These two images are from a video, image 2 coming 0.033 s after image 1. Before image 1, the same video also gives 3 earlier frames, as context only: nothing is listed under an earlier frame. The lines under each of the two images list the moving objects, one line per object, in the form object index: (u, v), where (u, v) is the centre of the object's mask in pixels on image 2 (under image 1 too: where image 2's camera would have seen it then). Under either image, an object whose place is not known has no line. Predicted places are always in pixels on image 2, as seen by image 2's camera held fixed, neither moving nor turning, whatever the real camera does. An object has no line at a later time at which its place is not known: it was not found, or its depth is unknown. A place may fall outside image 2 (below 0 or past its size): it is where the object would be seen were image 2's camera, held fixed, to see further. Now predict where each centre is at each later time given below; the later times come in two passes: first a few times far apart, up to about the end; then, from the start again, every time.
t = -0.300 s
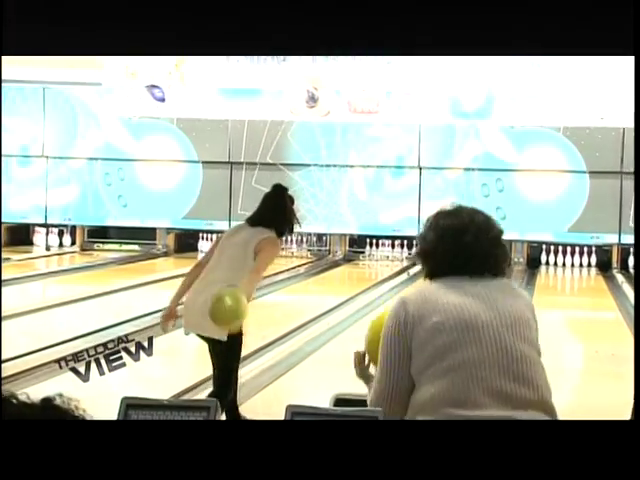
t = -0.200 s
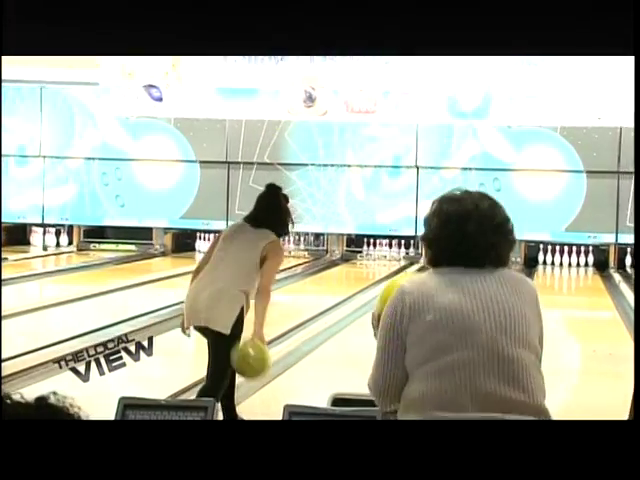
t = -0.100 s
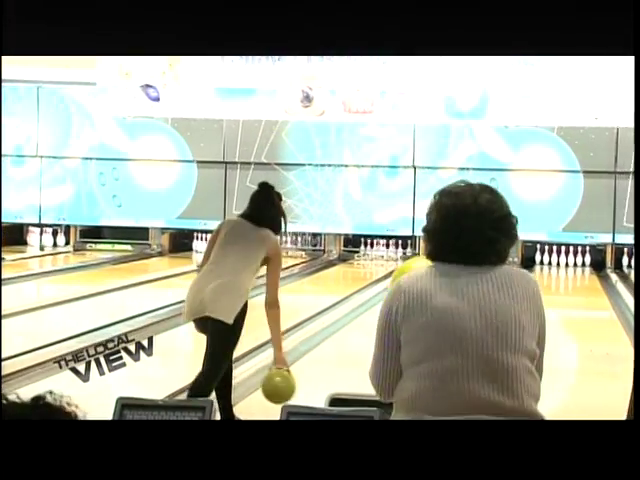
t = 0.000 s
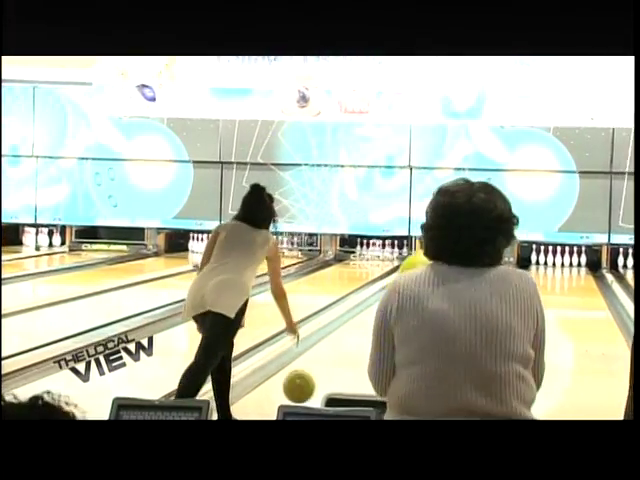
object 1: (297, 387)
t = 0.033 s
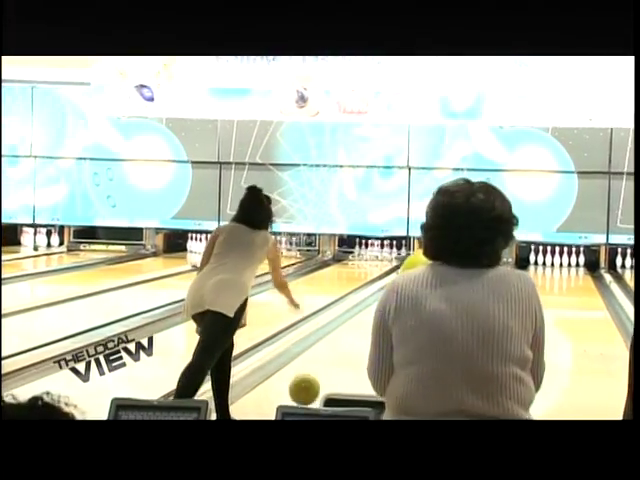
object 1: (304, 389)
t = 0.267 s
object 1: (345, 366)
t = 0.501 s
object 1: (375, 342)
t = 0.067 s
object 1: (310, 391)
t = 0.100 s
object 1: (317, 386)
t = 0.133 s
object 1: (323, 381)
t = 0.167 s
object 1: (329, 378)
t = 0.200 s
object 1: (335, 374)
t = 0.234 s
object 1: (340, 370)
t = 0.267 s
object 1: (345, 366)
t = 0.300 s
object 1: (350, 362)
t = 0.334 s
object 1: (355, 358)
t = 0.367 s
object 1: (360, 355)
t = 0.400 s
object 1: (363, 351)
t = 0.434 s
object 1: (367, 349)
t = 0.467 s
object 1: (370, 345)
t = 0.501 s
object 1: (375, 342)
